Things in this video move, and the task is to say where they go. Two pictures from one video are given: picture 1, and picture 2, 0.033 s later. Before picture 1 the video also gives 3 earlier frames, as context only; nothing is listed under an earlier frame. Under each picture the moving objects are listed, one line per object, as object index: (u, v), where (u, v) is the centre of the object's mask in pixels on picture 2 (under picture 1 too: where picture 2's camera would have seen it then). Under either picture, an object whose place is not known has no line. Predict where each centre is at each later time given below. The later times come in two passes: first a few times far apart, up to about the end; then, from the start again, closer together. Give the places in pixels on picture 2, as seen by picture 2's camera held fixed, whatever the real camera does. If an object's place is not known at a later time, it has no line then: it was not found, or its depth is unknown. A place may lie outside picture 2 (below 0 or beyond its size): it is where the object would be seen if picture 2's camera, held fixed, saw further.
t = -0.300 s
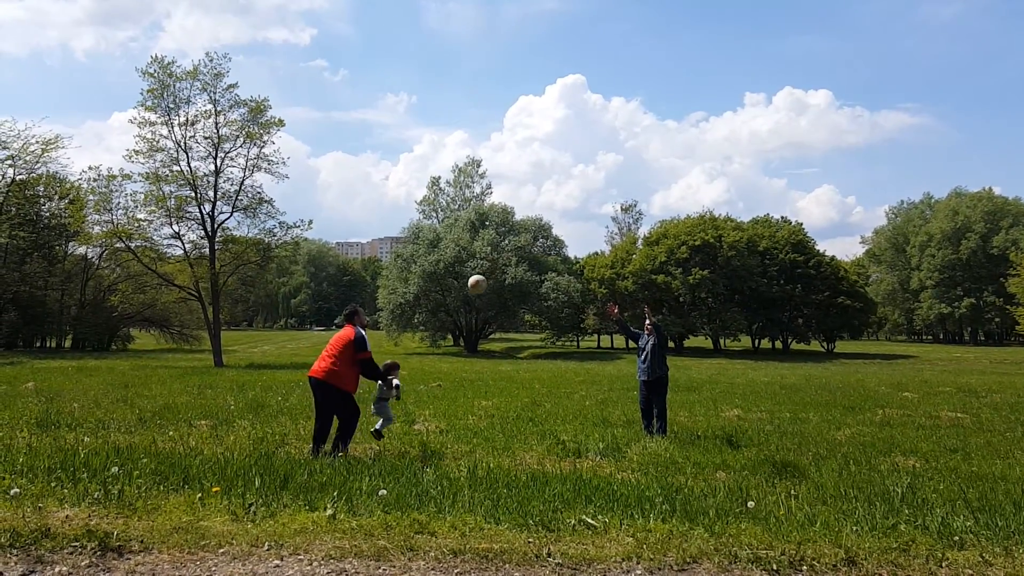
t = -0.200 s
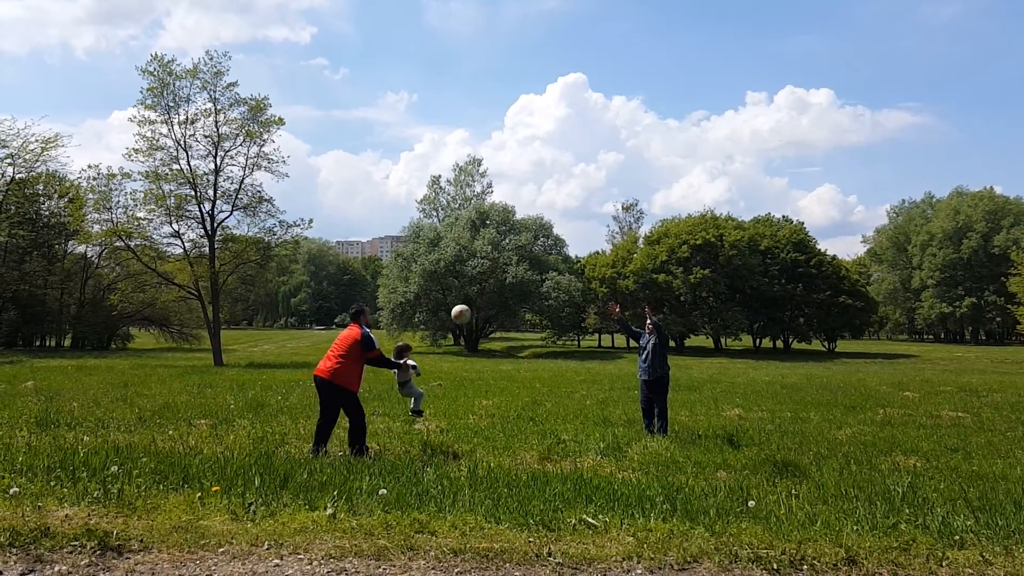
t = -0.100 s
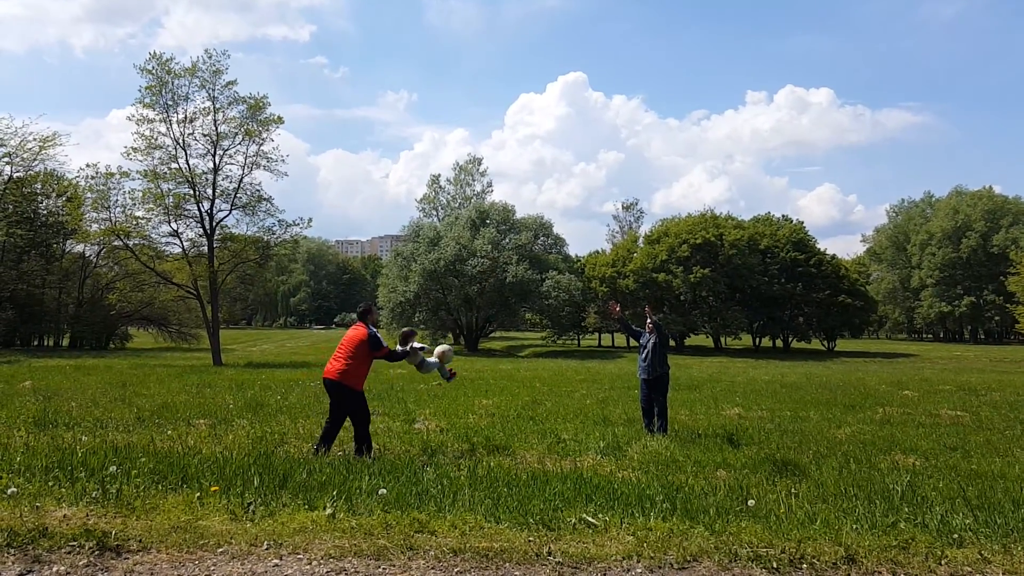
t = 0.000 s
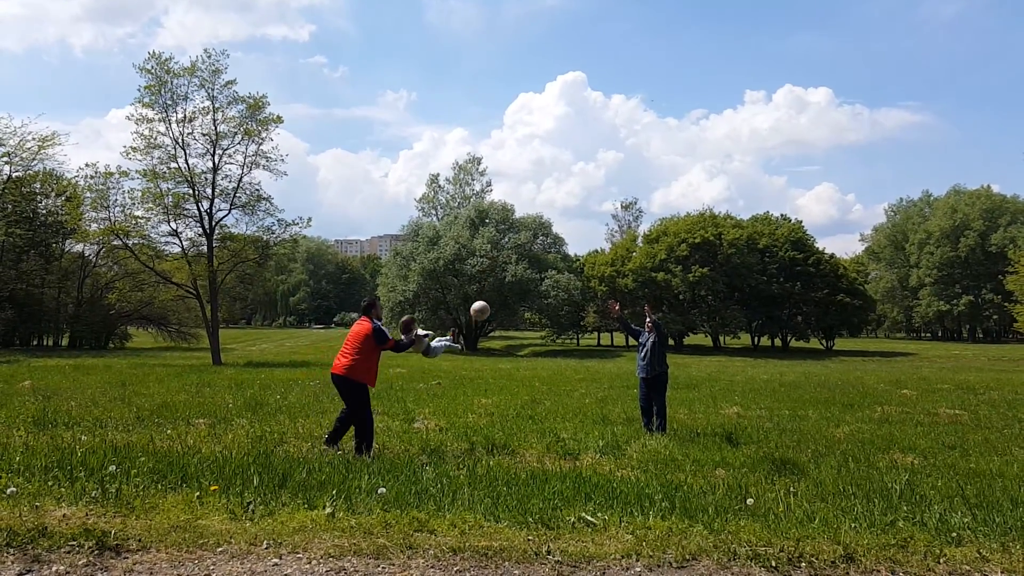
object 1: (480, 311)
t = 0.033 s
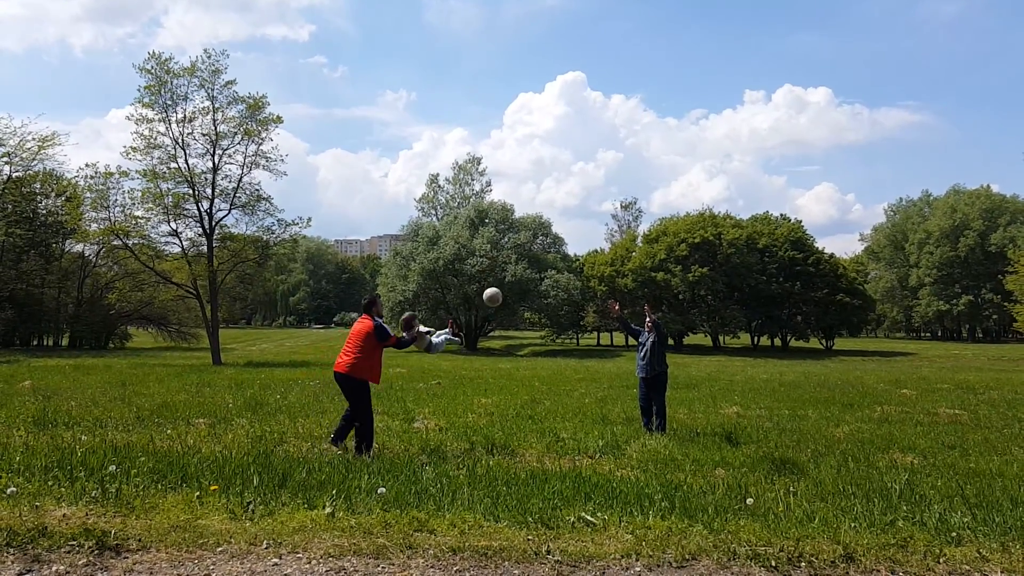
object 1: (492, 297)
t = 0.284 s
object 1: (586, 231)
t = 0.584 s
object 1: (688, 222)
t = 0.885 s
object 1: (783, 286)
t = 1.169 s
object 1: (867, 405)
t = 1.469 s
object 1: (913, 388)
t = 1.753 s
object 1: (947, 358)
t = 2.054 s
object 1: (983, 391)
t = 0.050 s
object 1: (499, 290)
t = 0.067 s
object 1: (505, 284)
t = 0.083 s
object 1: (511, 279)
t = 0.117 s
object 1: (524, 268)
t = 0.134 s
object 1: (530, 263)
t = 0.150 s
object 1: (536, 258)
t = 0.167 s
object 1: (542, 253)
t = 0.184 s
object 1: (549, 250)
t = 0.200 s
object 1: (555, 246)
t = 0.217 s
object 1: (561, 243)
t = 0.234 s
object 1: (568, 240)
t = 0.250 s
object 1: (574, 237)
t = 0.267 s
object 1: (580, 234)
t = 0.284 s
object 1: (586, 231)
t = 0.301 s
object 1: (591, 228)
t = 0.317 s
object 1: (597, 226)
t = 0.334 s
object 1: (603, 224)
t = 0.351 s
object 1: (609, 222)
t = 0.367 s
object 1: (615, 220)
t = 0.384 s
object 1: (621, 219)
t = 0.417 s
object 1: (633, 217)
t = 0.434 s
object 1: (639, 217)
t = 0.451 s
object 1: (645, 216)
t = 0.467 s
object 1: (651, 216)
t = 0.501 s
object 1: (662, 217)
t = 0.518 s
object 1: (668, 218)
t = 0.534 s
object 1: (673, 218)
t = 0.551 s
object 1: (679, 219)
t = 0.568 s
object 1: (684, 220)
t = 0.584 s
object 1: (688, 222)
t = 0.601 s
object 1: (695, 223)
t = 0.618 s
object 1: (700, 225)
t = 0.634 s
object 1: (706, 227)
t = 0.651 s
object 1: (711, 229)
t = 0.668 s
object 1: (716, 232)
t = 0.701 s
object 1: (727, 237)
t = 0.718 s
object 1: (734, 241)
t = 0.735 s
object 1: (739, 245)
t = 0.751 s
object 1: (744, 248)
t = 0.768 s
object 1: (750, 252)
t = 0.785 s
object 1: (754, 257)
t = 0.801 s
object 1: (759, 261)
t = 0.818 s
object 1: (764, 266)
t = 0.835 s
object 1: (769, 271)
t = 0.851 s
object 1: (773, 275)
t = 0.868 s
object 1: (778, 281)
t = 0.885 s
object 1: (783, 286)
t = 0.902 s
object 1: (787, 292)
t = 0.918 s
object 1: (793, 296)
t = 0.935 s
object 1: (798, 302)
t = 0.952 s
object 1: (803, 308)
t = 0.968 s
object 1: (809, 314)
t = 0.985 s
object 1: (814, 320)
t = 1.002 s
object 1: (819, 327)
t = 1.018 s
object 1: (825, 334)
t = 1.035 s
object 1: (829, 341)
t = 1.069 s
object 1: (839, 356)
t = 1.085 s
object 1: (844, 364)
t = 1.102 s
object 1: (849, 372)
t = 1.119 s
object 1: (853, 379)
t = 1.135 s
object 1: (857, 387)
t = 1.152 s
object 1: (862, 396)
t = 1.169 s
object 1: (867, 405)
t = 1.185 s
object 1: (871, 413)
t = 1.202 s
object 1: (875, 422)
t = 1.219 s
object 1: (880, 430)
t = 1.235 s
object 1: (884, 438)
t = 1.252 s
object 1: (888, 443)
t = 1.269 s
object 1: (890, 442)
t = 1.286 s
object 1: (892, 437)
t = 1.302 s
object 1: (896, 434)
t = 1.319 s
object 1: (897, 429)
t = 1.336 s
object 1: (899, 424)
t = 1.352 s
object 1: (902, 418)
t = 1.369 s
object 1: (903, 414)
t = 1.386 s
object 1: (905, 409)
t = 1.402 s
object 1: (907, 404)
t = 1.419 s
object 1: (908, 400)
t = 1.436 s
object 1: (910, 396)
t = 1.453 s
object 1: (912, 392)
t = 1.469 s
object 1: (913, 388)
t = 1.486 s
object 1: (915, 384)
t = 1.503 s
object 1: (917, 381)
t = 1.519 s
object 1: (920, 378)
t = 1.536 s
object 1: (922, 375)
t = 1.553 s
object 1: (923, 373)
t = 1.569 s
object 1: (926, 370)
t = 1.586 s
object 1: (928, 368)
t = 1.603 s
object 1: (930, 366)
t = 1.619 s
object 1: (932, 364)
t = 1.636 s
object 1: (933, 363)
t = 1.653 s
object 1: (936, 361)
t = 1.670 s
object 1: (937, 360)
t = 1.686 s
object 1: (938, 359)
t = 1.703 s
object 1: (940, 359)
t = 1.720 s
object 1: (943, 359)
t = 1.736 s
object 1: (945, 358)
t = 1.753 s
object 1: (947, 358)
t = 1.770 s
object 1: (949, 358)
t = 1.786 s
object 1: (951, 358)
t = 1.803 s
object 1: (953, 359)
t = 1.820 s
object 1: (955, 360)
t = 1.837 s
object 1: (957, 360)
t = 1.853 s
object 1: (959, 361)
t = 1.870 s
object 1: (961, 363)
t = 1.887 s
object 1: (963, 364)
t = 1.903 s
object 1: (966, 366)
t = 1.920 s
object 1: (968, 368)
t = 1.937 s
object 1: (970, 370)
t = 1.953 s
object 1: (972, 373)
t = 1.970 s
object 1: (973, 375)
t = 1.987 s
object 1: (975, 378)
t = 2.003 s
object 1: (977, 381)
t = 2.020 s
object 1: (980, 384)
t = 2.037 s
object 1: (981, 388)
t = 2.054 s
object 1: (983, 391)
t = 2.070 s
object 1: (985, 396)
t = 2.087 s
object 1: (989, 400)
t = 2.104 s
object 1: (990, 404)
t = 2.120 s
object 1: (993, 409)
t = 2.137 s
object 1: (995, 413)
